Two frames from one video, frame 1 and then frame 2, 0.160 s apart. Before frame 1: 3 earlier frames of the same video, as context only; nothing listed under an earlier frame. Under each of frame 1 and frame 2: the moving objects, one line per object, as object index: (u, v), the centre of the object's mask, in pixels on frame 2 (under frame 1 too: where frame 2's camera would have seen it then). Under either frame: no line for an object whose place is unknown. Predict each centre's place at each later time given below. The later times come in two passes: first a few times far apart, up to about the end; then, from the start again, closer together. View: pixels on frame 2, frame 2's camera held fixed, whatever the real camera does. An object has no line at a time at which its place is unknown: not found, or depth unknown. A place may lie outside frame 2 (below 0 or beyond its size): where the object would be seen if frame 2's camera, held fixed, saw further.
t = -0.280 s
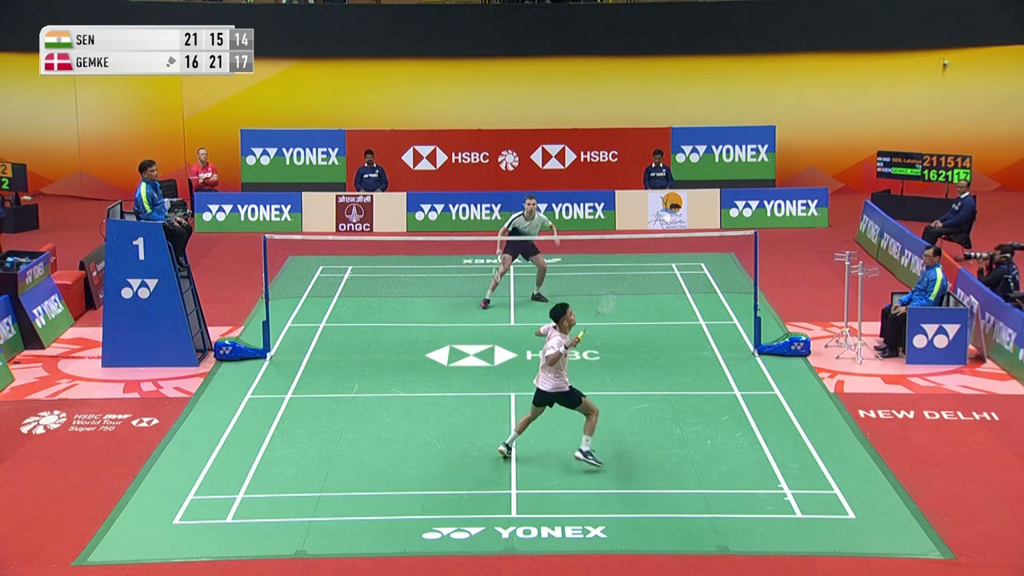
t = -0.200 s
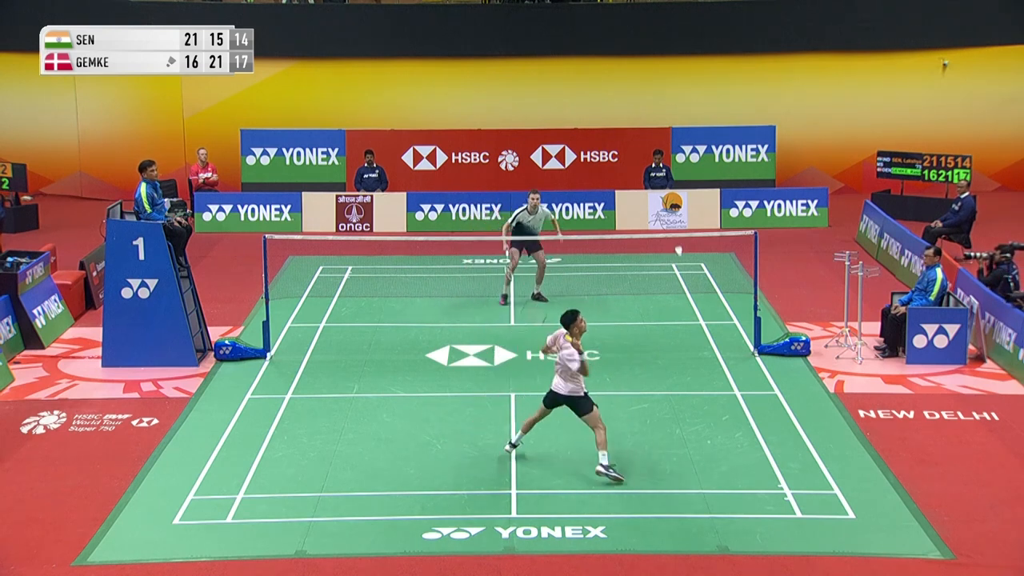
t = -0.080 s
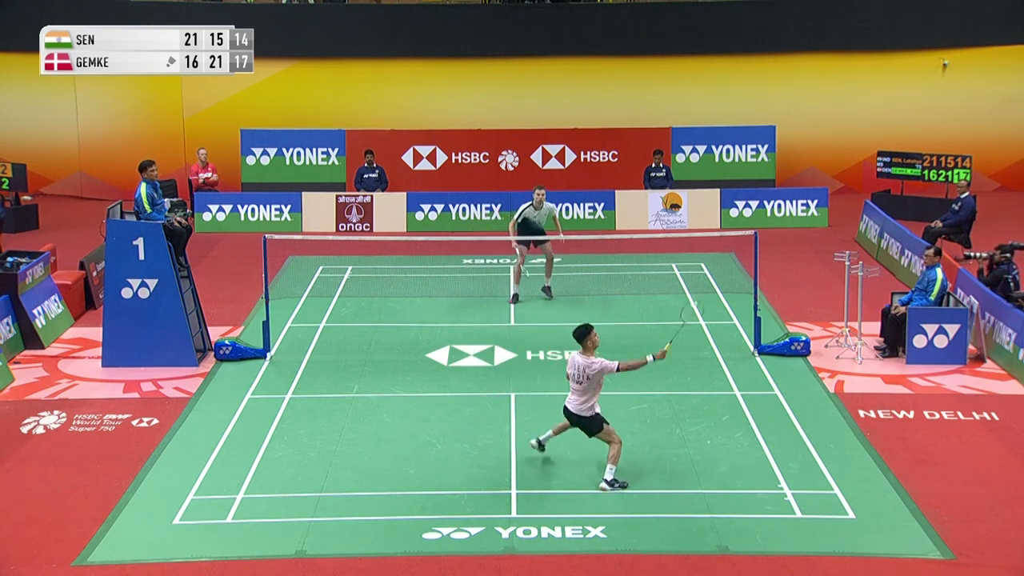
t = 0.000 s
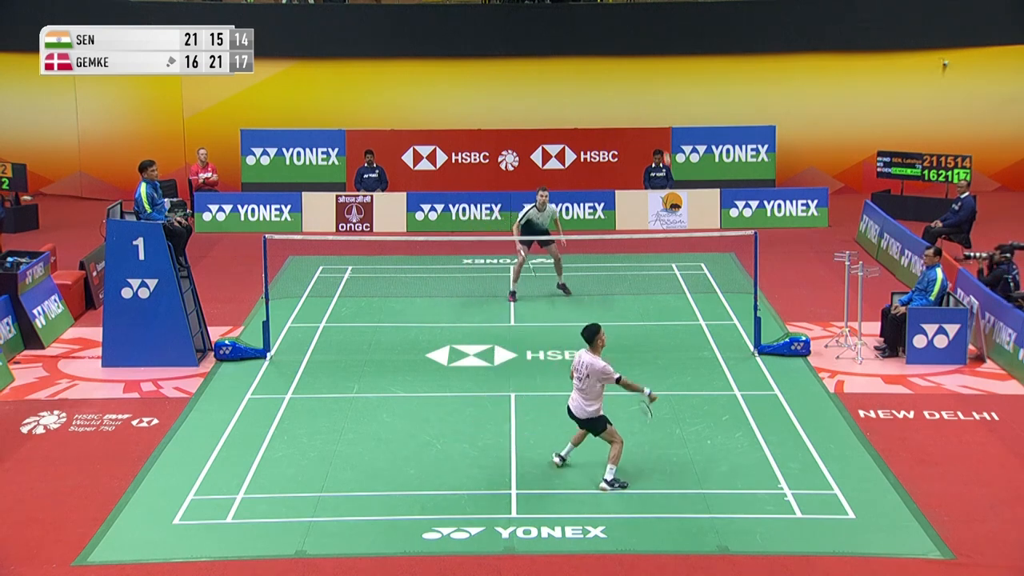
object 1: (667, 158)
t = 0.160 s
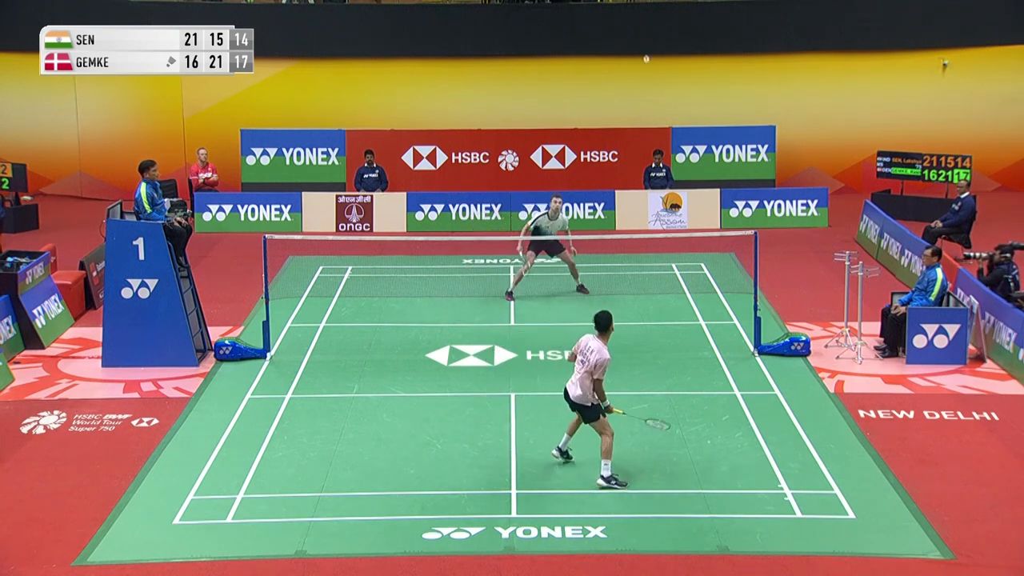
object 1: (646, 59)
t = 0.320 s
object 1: (637, 25)
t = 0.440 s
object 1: (633, 19)
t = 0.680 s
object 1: (629, 36)
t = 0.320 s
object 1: (637, 25)
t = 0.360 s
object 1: (636, 22)
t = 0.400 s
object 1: (635, 20)
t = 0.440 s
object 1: (633, 19)
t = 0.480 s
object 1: (632, 20)
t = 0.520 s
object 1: (631, 21)
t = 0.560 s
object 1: (631, 23)
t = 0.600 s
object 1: (630, 27)
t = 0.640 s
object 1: (629, 31)
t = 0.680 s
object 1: (629, 36)
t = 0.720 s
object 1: (628, 42)
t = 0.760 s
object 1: (628, 49)
